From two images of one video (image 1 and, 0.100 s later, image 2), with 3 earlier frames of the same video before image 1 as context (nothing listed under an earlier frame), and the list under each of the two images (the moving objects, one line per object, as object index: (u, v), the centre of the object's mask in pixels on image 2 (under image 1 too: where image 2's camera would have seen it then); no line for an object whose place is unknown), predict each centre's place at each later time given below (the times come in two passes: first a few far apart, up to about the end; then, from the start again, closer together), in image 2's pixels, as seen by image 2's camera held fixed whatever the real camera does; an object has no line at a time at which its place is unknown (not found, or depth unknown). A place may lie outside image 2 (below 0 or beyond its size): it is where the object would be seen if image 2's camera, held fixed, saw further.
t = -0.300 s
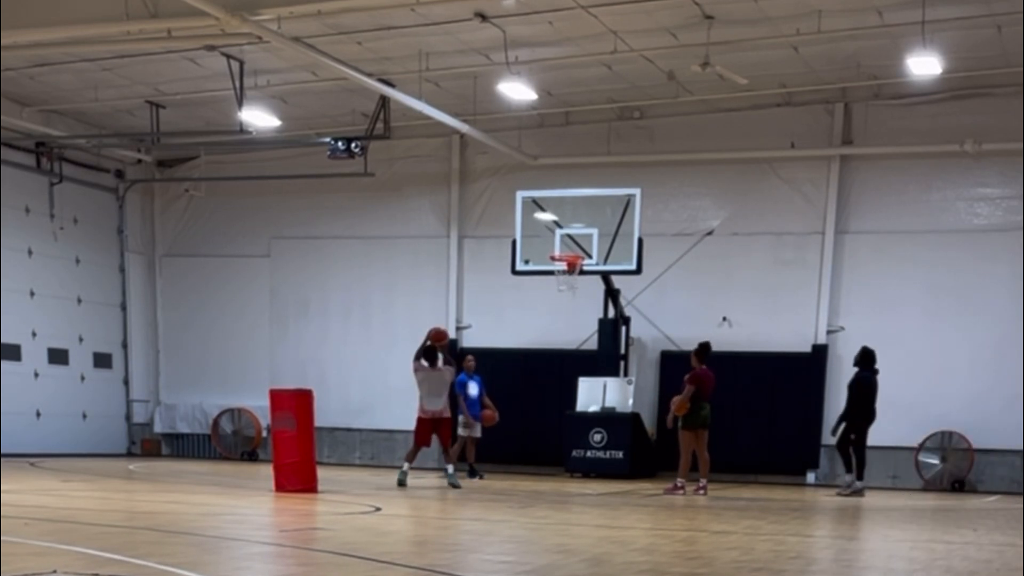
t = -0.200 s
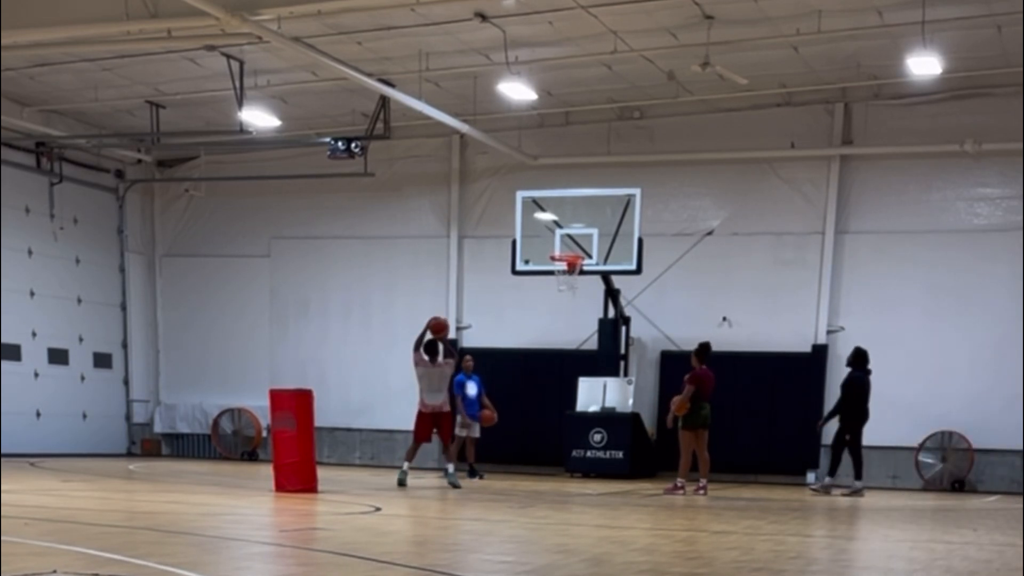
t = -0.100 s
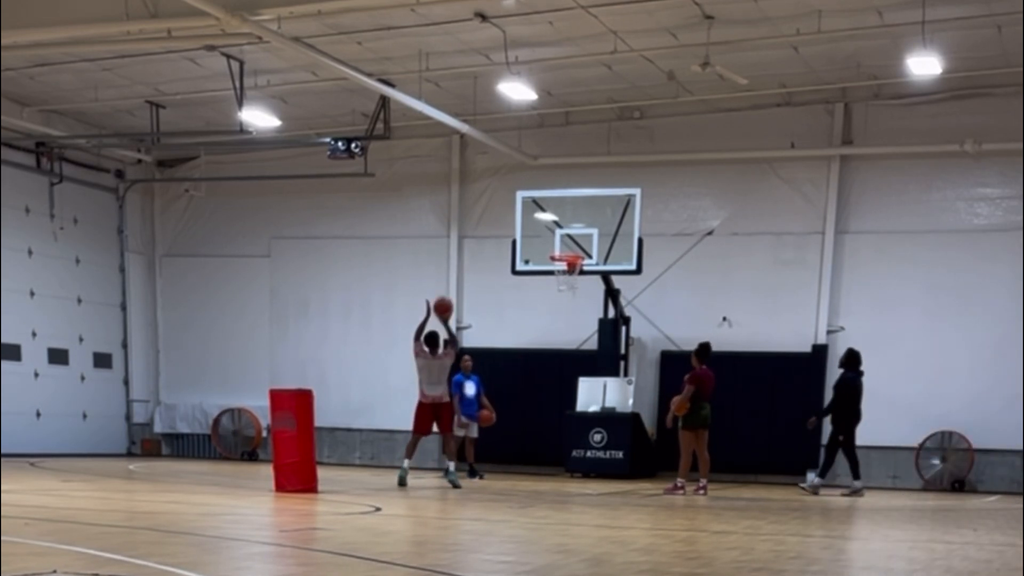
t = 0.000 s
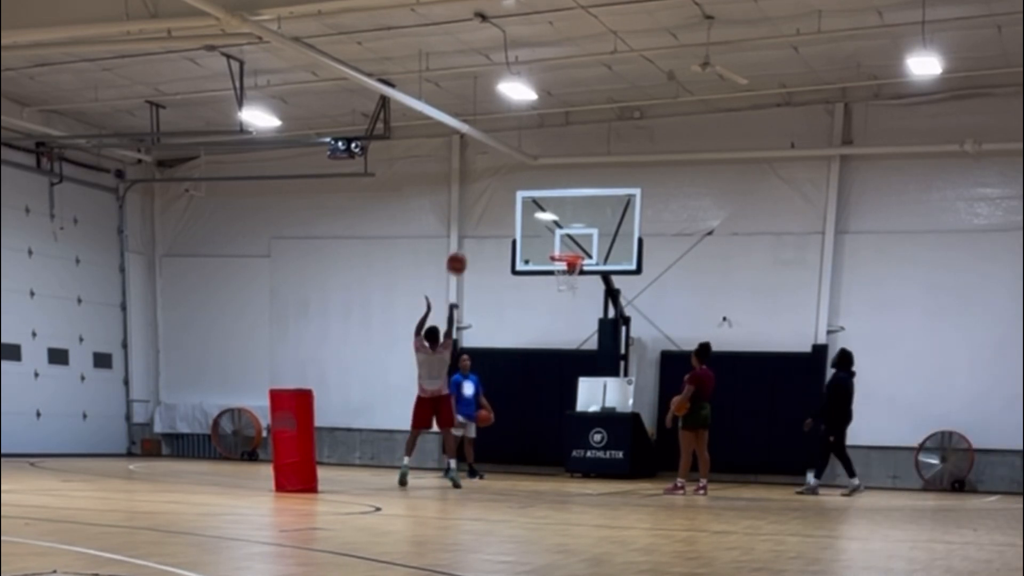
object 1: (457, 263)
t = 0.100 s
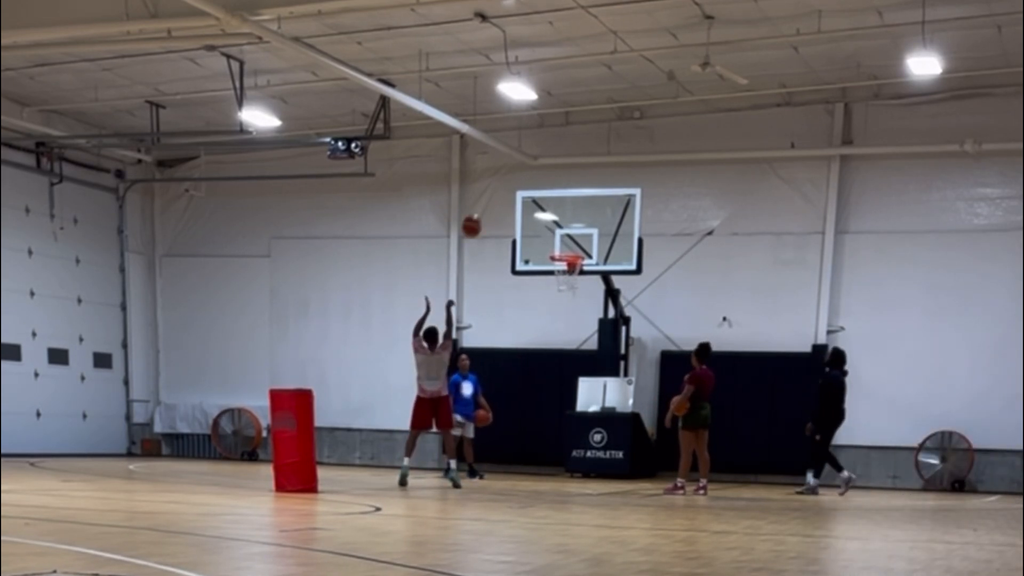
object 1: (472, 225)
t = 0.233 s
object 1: (490, 191)
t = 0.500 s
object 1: (524, 170)
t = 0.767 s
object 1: (553, 205)
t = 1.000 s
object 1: (573, 273)
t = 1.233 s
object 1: (565, 300)
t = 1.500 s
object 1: (550, 379)
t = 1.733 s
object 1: (537, 465)
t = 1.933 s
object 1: (530, 401)
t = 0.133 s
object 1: (476, 215)
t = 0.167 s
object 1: (481, 206)
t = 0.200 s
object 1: (486, 198)
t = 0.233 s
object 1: (490, 191)
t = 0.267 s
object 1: (495, 186)
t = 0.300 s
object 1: (499, 181)
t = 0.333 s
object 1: (504, 176)
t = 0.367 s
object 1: (508, 173)
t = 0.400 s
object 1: (512, 171)
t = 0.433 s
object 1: (516, 170)
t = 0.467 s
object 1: (520, 170)
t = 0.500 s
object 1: (524, 170)
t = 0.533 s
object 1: (528, 172)
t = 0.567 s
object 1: (532, 174)
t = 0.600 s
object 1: (535, 177)
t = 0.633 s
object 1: (539, 181)
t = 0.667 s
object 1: (543, 185)
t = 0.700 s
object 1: (546, 192)
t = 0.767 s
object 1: (553, 205)
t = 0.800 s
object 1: (556, 213)
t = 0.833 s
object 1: (560, 221)
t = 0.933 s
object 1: (569, 251)
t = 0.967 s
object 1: (572, 265)
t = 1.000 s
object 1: (573, 273)
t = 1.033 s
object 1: (573, 274)
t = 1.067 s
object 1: (573, 272)
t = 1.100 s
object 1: (572, 273)
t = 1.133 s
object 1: (570, 284)
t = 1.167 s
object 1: (568, 289)
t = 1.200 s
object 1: (566, 293)
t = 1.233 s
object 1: (565, 300)
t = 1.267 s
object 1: (563, 307)
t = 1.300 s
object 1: (561, 315)
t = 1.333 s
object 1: (559, 324)
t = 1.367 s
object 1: (558, 334)
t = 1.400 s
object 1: (556, 344)
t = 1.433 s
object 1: (554, 355)
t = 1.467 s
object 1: (552, 366)
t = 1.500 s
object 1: (550, 379)
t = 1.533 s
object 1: (549, 392)
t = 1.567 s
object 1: (547, 406)
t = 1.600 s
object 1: (545, 420)
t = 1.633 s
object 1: (543, 435)
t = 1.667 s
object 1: (541, 451)
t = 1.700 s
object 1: (539, 466)
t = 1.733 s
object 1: (537, 465)
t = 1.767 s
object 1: (536, 453)
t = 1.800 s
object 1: (535, 441)
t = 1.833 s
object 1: (534, 430)
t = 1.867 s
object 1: (533, 420)
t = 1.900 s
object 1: (531, 410)
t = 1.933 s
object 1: (530, 401)
